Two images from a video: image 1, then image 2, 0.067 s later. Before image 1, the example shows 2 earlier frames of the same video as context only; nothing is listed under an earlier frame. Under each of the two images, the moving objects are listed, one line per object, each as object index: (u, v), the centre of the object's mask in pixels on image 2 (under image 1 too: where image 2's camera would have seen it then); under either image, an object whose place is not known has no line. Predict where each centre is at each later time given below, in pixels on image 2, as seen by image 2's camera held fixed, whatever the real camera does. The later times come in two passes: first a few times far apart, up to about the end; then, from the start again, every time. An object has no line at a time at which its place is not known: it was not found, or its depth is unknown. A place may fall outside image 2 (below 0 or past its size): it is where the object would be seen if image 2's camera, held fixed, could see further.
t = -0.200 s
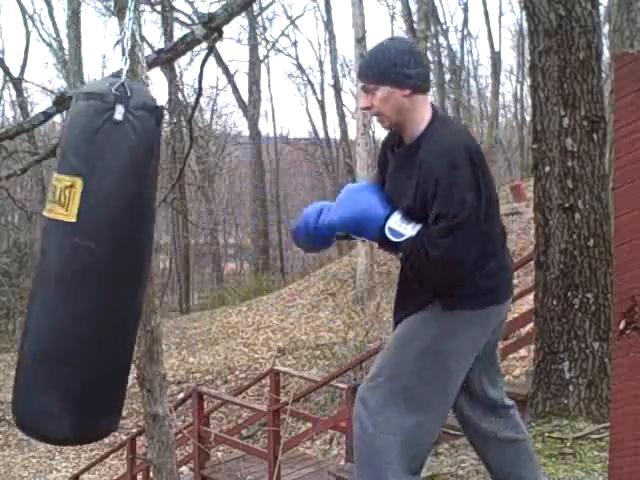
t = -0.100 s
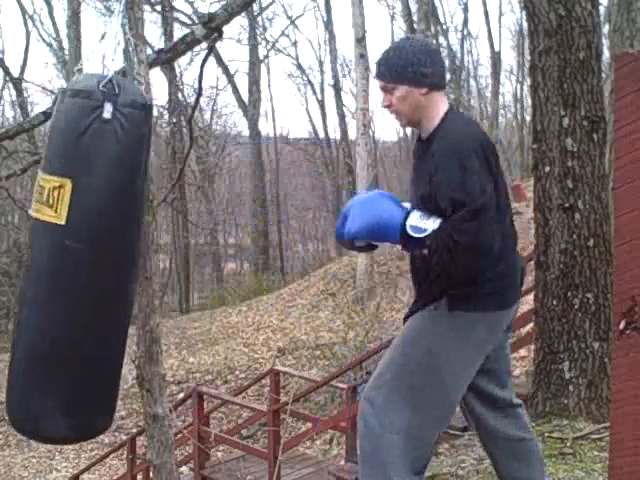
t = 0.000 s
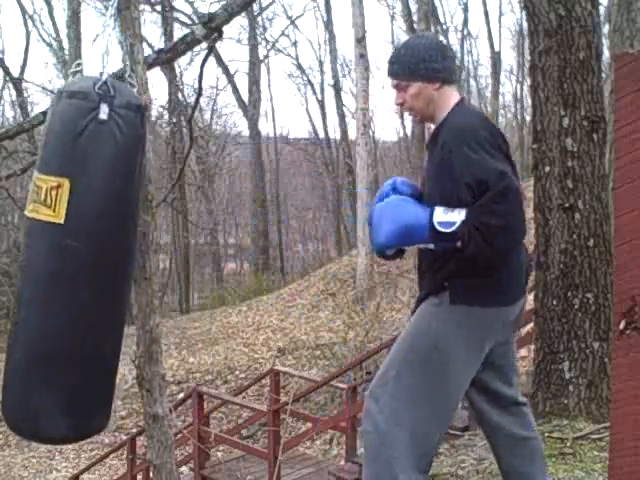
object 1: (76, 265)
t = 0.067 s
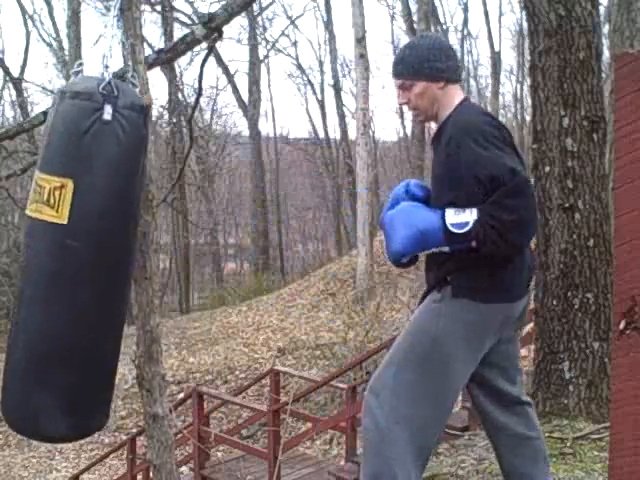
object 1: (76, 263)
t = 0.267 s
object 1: (89, 259)
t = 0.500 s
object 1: (114, 255)
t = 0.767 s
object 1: (140, 257)
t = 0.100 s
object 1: (77, 262)
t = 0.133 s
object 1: (78, 261)
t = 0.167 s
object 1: (80, 260)
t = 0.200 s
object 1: (82, 259)
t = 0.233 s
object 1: (85, 260)
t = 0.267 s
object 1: (89, 259)
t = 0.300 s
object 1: (92, 259)
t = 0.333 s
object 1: (95, 258)
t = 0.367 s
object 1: (99, 258)
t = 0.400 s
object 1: (102, 257)
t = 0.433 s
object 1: (106, 257)
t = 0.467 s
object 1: (110, 256)
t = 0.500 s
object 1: (114, 255)
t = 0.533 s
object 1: (117, 256)
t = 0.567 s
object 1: (121, 255)
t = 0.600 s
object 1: (124, 254)
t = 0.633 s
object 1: (127, 254)
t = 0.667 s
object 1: (131, 255)
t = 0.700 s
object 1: (134, 256)
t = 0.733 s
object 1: (138, 257)
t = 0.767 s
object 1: (140, 257)
